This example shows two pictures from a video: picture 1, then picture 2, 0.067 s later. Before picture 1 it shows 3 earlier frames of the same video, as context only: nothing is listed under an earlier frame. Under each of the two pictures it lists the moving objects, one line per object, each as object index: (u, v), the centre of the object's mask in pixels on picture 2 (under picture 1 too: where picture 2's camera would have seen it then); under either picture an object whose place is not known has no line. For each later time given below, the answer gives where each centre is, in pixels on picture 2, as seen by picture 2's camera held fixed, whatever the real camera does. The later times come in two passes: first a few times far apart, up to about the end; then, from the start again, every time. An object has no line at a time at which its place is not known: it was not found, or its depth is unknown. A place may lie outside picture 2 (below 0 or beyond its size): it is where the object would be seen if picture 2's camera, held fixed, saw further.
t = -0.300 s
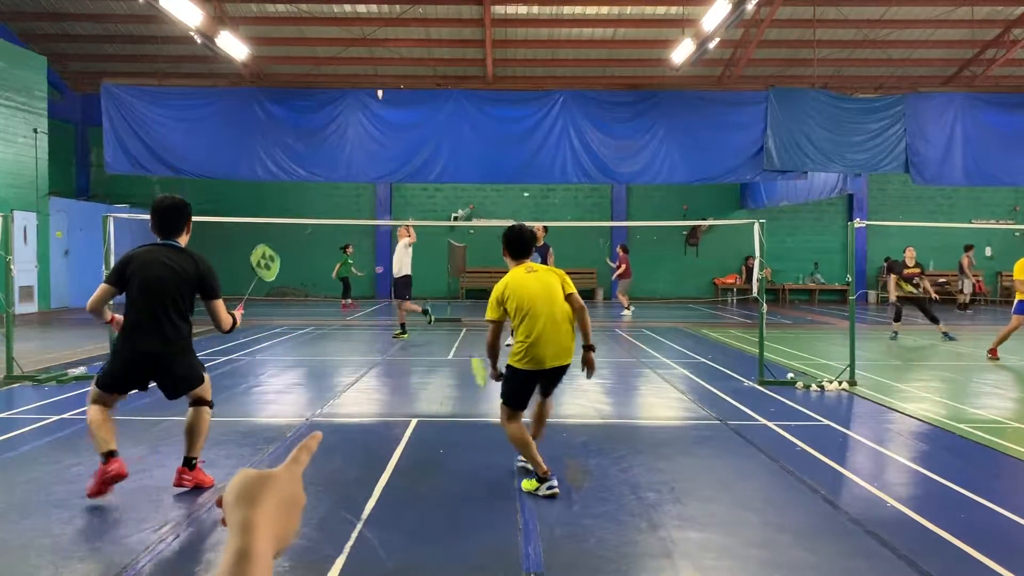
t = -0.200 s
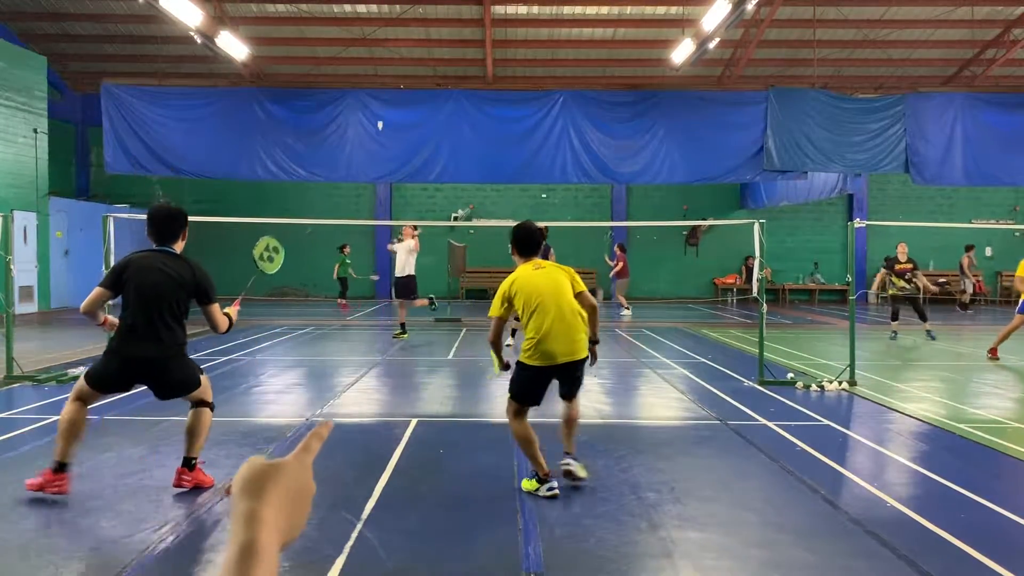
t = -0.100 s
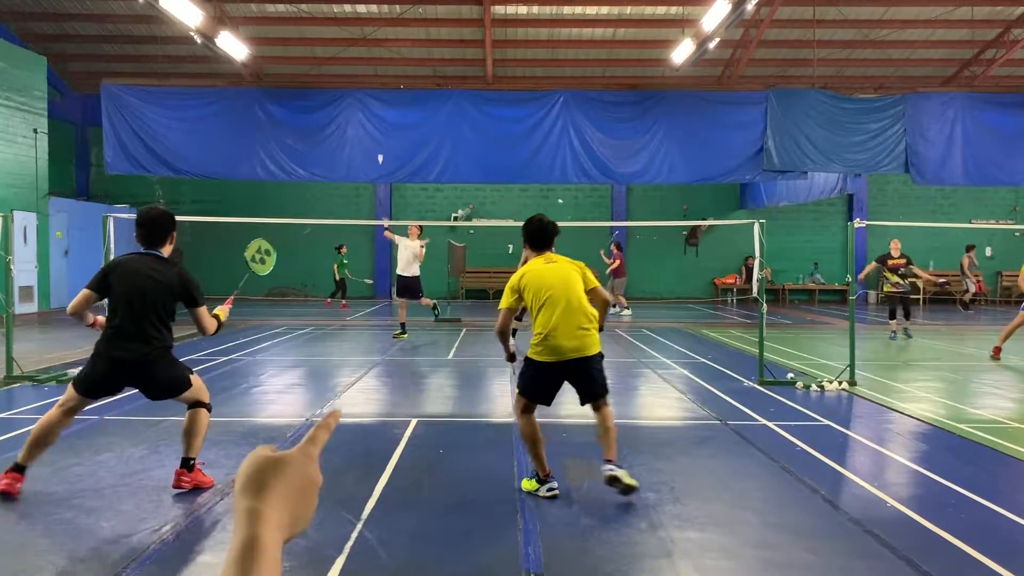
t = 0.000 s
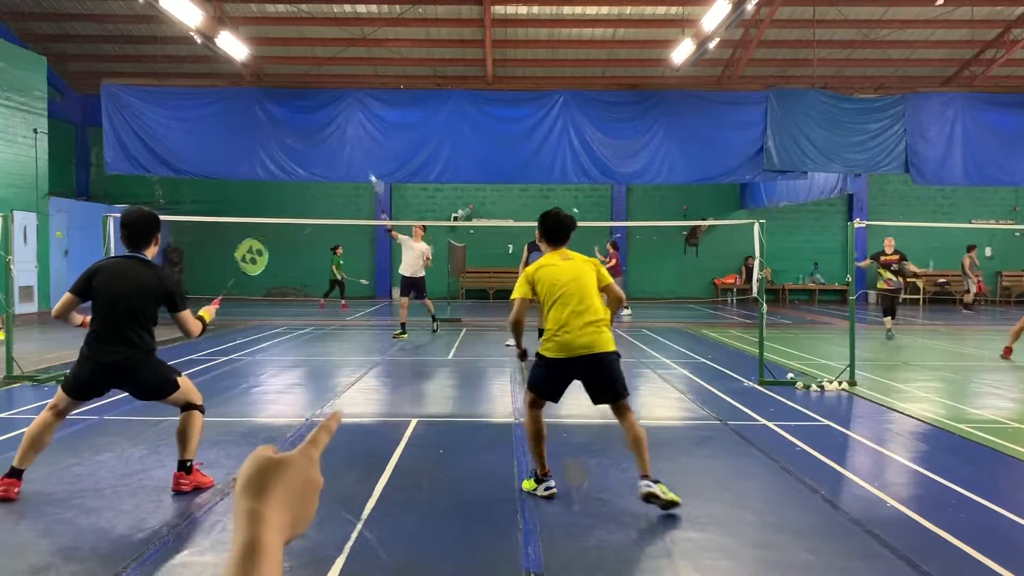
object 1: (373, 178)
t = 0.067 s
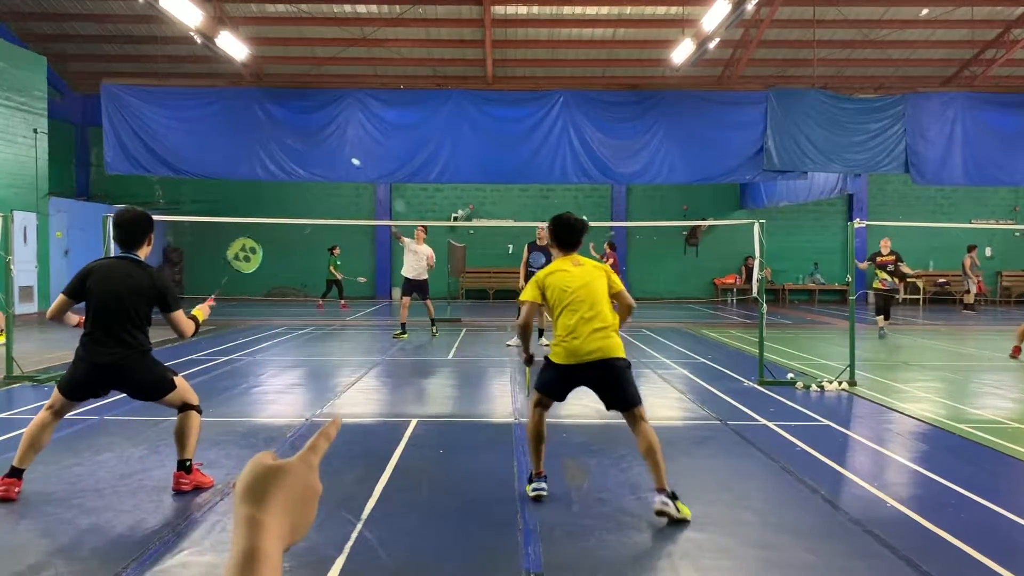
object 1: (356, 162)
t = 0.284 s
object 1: (309, 141)
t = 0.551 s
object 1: (253, 180)
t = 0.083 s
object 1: (352, 158)
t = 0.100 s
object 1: (349, 156)
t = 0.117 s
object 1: (345, 153)
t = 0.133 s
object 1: (342, 151)
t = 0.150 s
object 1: (338, 149)
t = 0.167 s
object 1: (334, 146)
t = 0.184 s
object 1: (331, 145)
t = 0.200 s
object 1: (327, 143)
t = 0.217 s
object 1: (324, 142)
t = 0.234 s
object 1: (320, 141)
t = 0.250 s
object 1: (316, 141)
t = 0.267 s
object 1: (313, 140)
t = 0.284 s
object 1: (309, 141)
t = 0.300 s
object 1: (305, 141)
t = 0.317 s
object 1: (302, 141)
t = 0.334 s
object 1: (299, 142)
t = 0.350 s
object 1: (295, 143)
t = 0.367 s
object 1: (292, 145)
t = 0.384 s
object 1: (288, 147)
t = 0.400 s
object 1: (285, 148)
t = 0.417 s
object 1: (281, 151)
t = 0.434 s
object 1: (278, 153)
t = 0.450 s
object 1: (274, 156)
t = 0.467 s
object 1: (271, 159)
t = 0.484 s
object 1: (267, 163)
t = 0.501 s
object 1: (263, 166)
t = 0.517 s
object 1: (260, 171)
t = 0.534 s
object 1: (256, 175)
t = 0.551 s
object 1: (253, 180)
